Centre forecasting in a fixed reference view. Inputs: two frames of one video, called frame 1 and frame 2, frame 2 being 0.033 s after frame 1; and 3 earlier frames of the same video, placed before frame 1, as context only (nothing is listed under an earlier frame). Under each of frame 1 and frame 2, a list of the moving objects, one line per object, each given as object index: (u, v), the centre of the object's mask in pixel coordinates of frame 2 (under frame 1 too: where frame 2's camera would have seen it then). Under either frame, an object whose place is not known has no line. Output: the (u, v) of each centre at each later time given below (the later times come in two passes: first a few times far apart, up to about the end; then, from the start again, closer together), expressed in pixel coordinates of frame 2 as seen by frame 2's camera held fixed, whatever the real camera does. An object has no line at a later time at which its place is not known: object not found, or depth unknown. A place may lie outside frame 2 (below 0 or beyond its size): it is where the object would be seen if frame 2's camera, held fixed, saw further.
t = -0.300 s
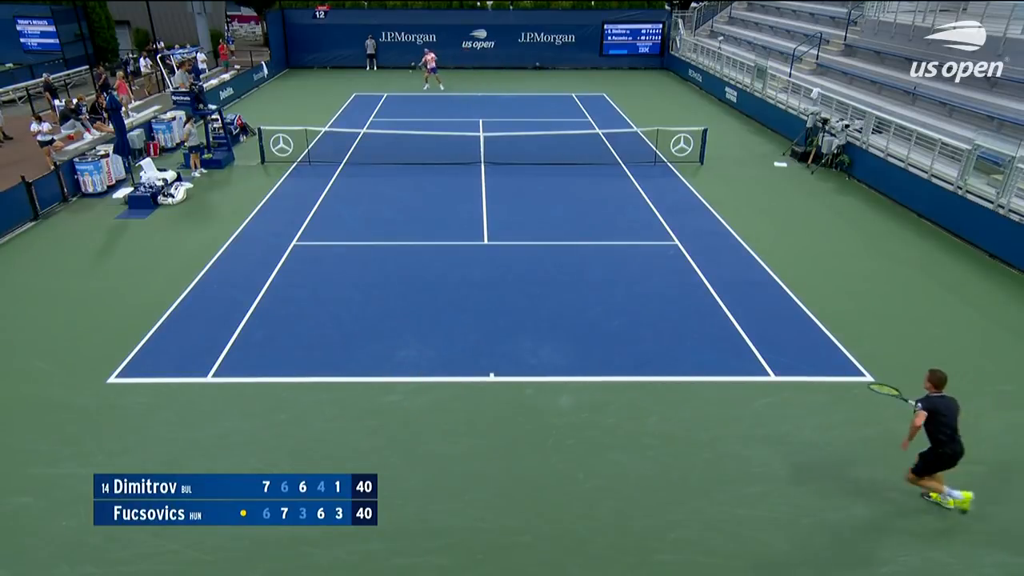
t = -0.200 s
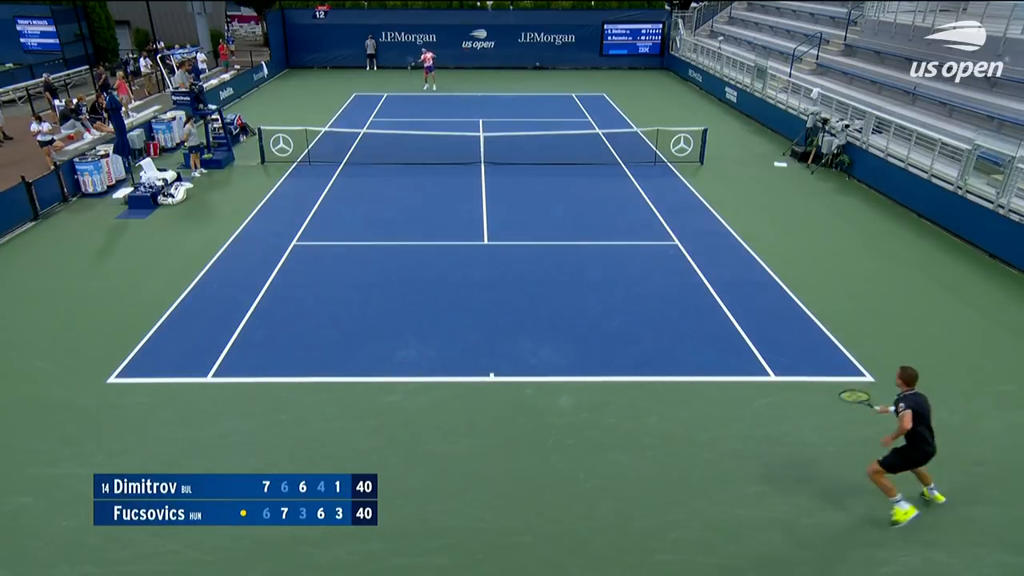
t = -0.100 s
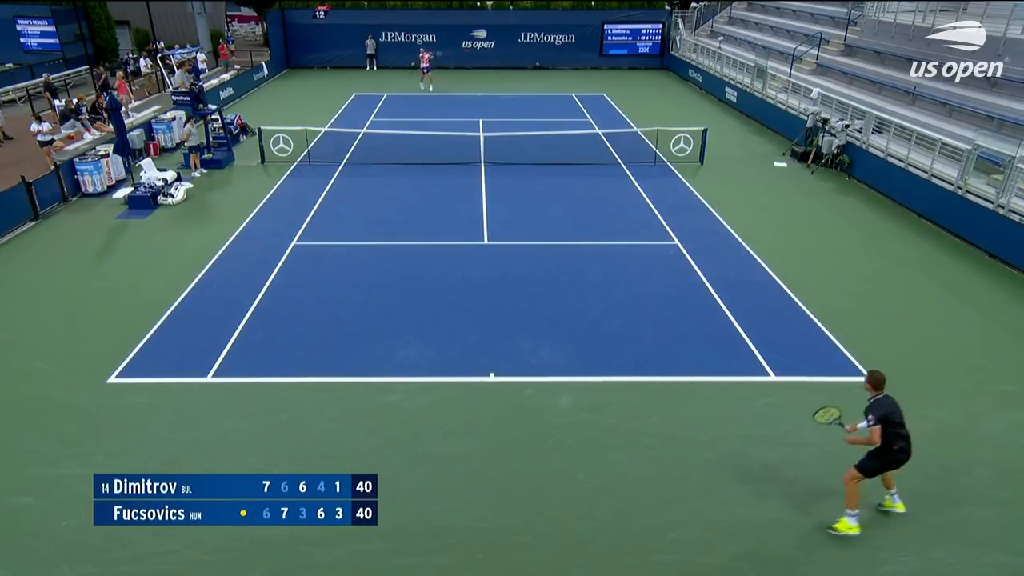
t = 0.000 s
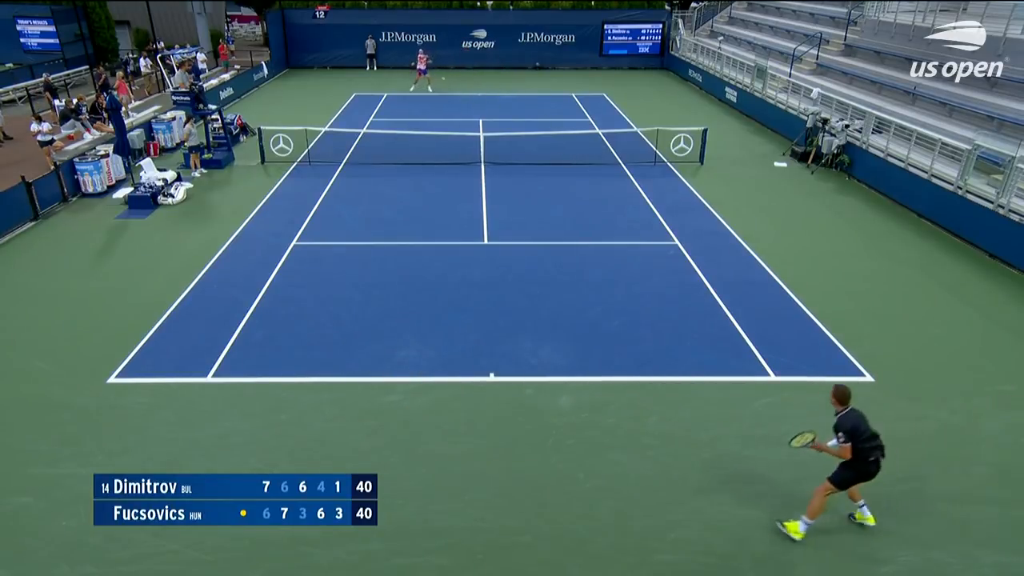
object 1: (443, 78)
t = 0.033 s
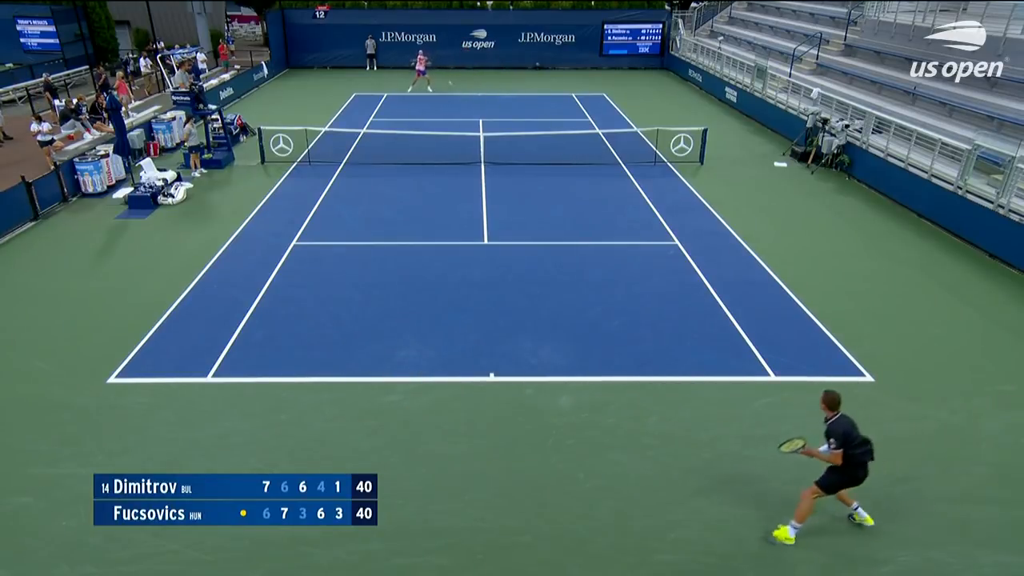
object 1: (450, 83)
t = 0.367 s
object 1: (545, 178)
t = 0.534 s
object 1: (617, 281)
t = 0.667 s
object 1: (681, 314)
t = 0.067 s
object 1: (457, 88)
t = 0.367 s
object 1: (545, 178)
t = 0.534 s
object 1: (617, 281)
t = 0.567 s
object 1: (633, 303)
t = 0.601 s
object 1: (648, 305)
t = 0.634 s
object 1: (664, 309)
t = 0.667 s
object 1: (681, 314)
